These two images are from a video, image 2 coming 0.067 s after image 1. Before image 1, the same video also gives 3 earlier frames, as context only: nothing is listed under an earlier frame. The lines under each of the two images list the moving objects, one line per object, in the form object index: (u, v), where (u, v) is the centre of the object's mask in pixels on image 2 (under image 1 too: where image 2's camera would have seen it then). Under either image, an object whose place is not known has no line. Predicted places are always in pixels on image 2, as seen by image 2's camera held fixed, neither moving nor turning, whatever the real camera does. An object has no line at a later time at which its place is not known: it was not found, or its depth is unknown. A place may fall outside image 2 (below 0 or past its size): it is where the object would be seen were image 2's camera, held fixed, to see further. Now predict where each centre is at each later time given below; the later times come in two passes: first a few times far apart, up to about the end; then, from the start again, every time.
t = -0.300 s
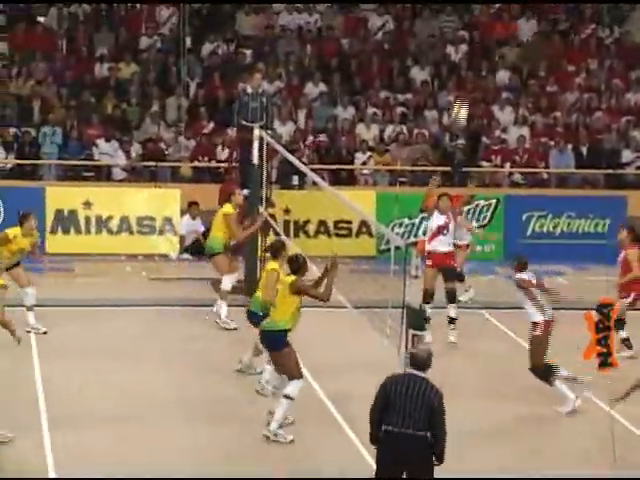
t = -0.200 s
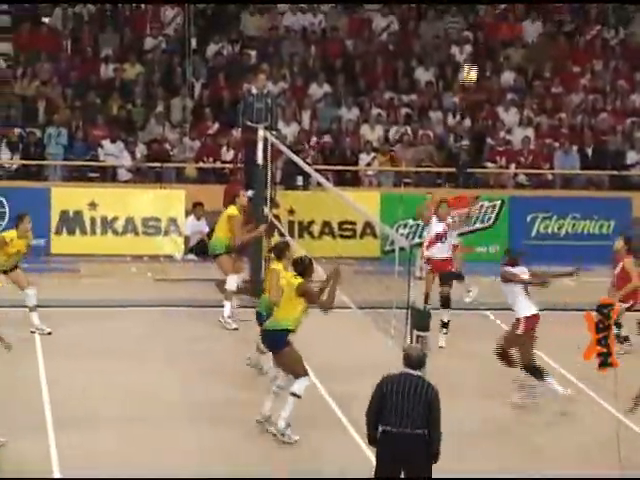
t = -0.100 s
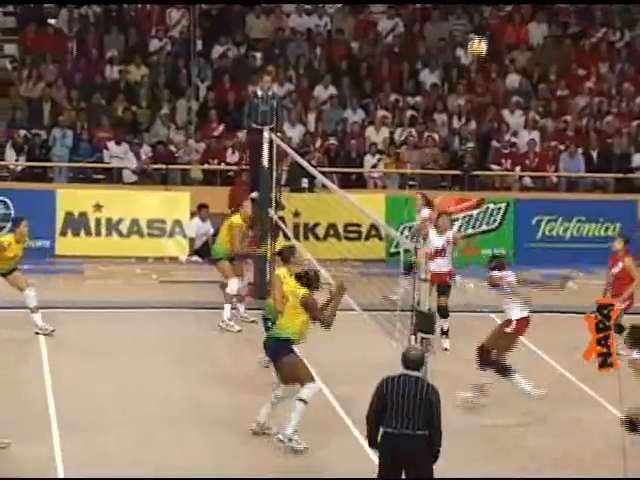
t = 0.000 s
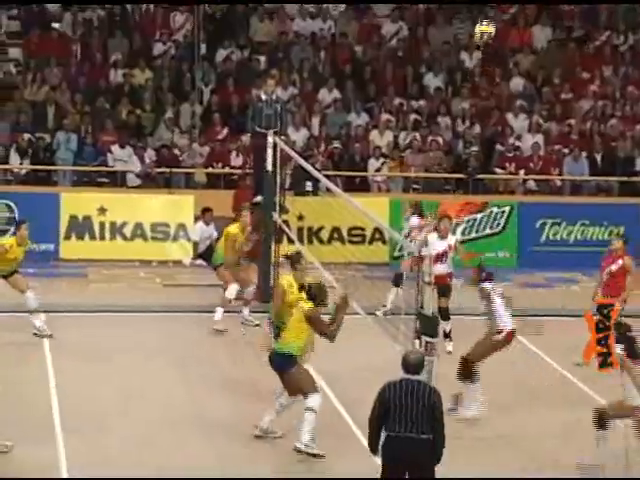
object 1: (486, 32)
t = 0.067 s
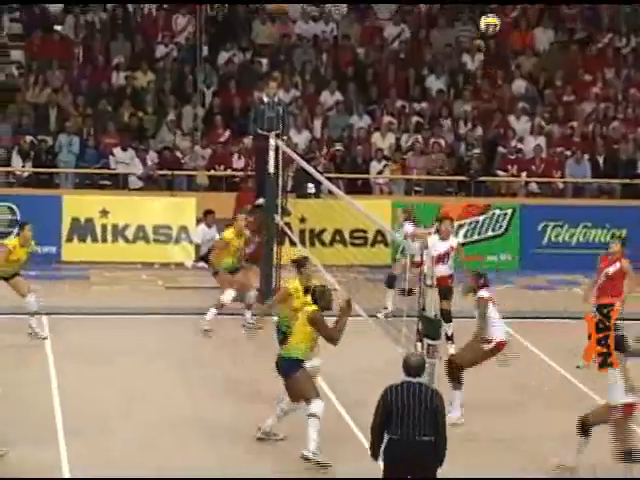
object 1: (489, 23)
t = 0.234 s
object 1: (494, 18)
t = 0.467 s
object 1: (502, 56)
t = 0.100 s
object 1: (490, 20)
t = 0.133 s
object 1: (491, 17)
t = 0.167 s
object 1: (492, 17)
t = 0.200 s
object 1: (493, 17)
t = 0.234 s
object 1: (494, 18)
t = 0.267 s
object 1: (496, 21)
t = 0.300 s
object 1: (496, 23)
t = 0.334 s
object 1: (497, 27)
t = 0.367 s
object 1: (499, 32)
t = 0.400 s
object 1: (500, 39)
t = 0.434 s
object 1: (501, 48)
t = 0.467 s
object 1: (502, 56)
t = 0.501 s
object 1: (502, 66)
